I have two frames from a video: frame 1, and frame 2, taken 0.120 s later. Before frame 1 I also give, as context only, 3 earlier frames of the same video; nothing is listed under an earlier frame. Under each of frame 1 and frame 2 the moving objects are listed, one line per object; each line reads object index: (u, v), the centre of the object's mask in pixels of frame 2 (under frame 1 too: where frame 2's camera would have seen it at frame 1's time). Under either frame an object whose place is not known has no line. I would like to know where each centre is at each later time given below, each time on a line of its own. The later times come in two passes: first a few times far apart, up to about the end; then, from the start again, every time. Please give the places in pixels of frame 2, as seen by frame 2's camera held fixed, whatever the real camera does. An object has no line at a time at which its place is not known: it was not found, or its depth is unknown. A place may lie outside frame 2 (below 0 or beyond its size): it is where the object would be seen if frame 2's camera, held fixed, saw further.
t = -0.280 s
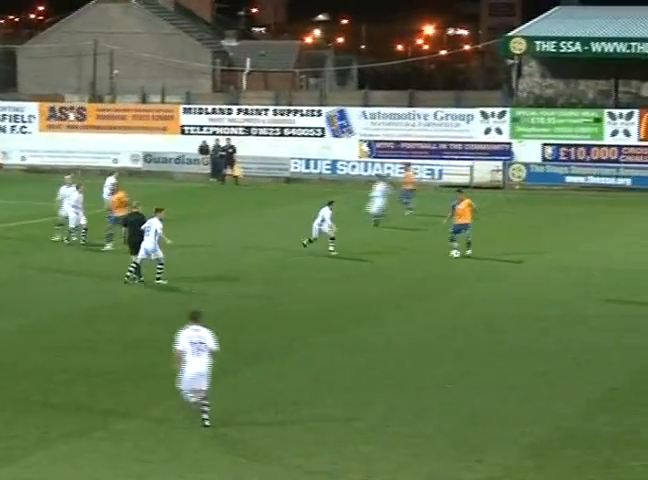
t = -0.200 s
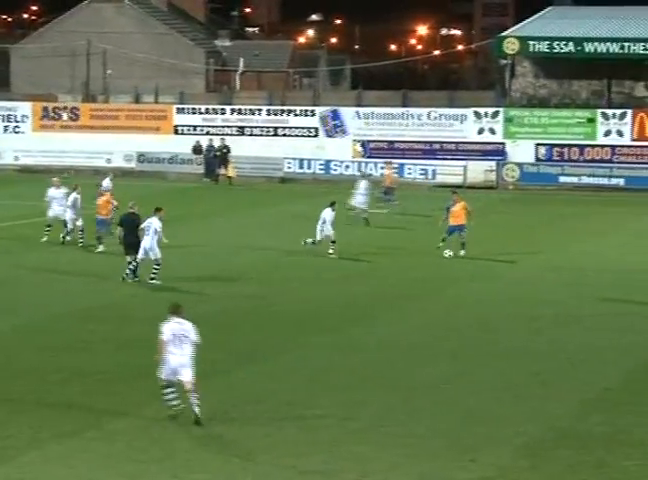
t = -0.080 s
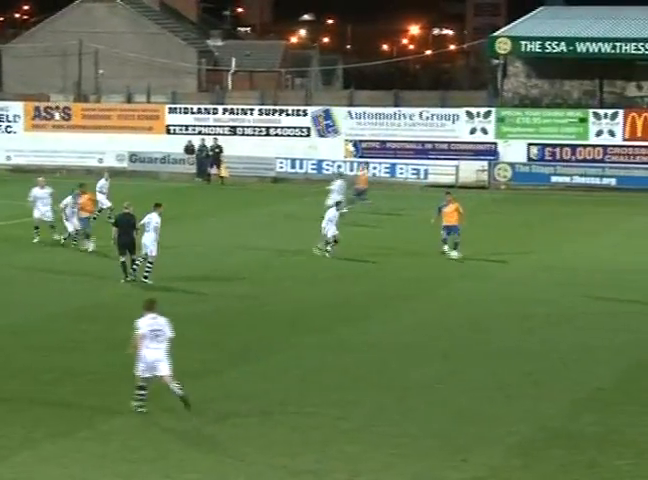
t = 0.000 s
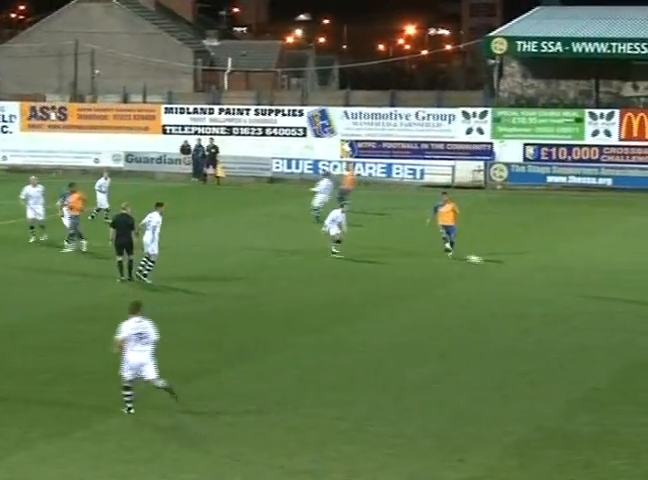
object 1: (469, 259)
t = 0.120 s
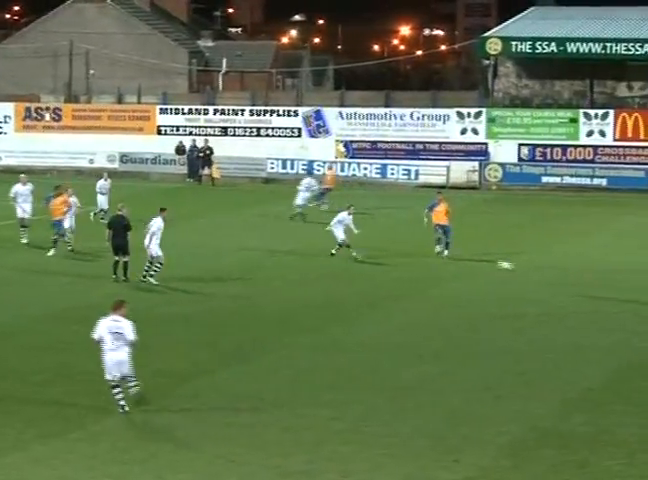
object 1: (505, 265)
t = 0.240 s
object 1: (541, 271)
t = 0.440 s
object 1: (599, 280)
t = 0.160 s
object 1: (517, 267)
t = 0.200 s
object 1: (529, 269)
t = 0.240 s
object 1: (541, 271)
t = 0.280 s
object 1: (552, 273)
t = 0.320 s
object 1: (564, 275)
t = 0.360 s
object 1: (576, 277)
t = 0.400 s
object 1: (588, 279)
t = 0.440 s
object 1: (599, 280)
